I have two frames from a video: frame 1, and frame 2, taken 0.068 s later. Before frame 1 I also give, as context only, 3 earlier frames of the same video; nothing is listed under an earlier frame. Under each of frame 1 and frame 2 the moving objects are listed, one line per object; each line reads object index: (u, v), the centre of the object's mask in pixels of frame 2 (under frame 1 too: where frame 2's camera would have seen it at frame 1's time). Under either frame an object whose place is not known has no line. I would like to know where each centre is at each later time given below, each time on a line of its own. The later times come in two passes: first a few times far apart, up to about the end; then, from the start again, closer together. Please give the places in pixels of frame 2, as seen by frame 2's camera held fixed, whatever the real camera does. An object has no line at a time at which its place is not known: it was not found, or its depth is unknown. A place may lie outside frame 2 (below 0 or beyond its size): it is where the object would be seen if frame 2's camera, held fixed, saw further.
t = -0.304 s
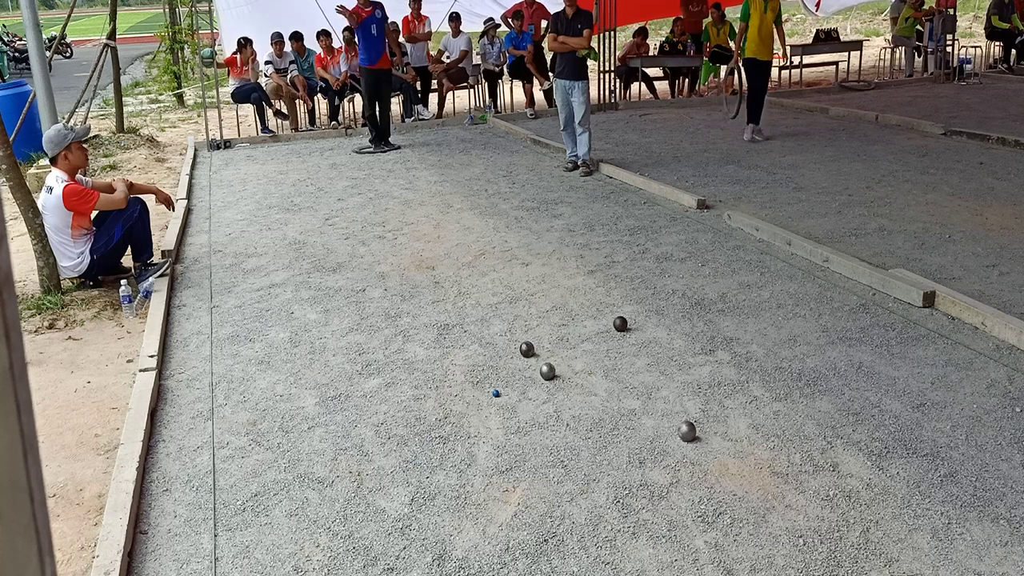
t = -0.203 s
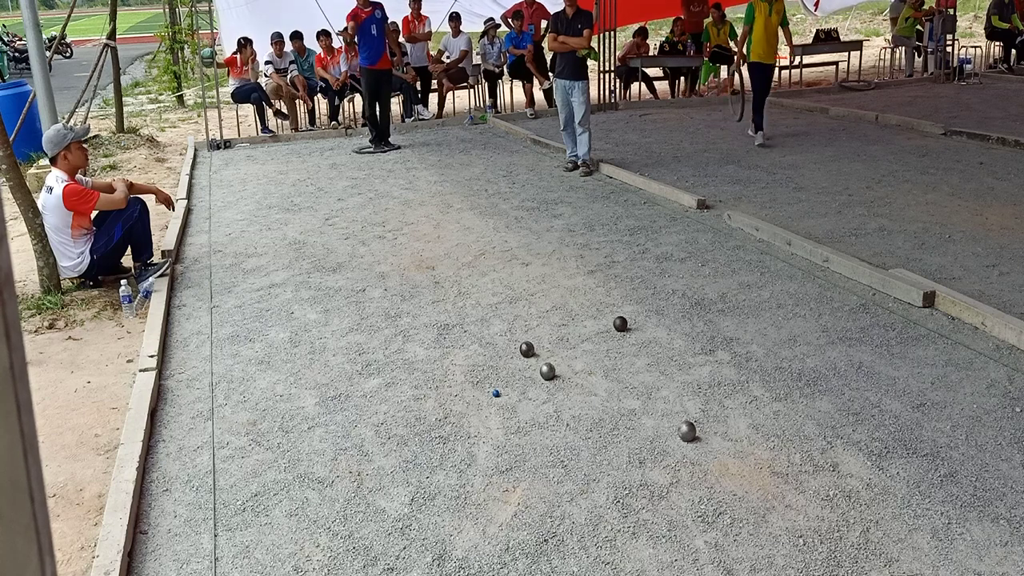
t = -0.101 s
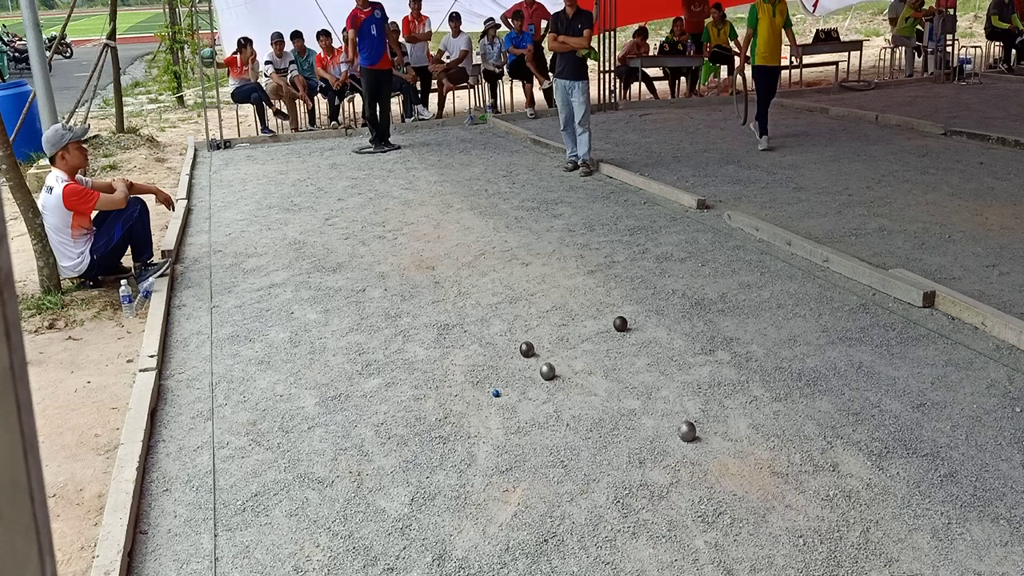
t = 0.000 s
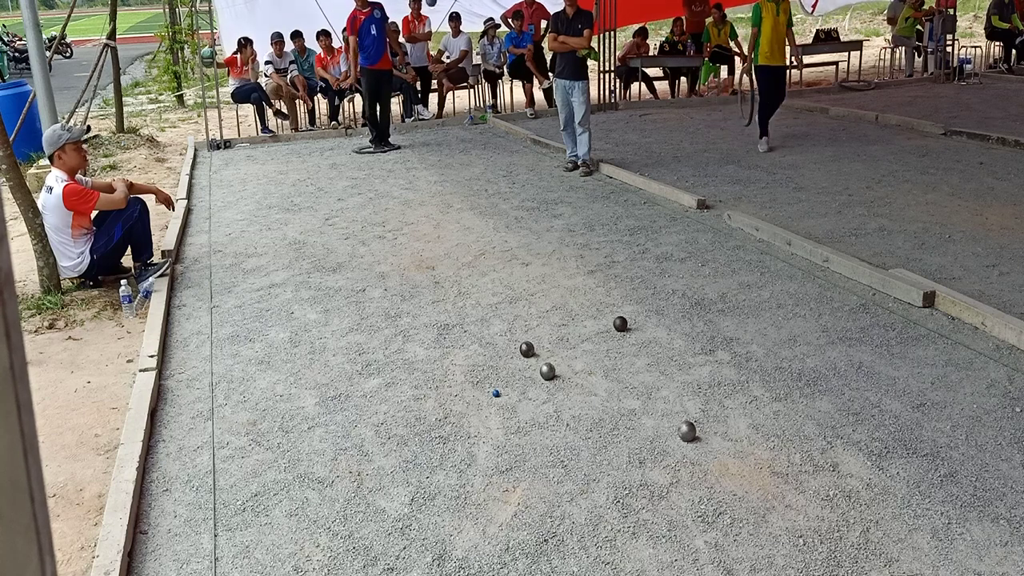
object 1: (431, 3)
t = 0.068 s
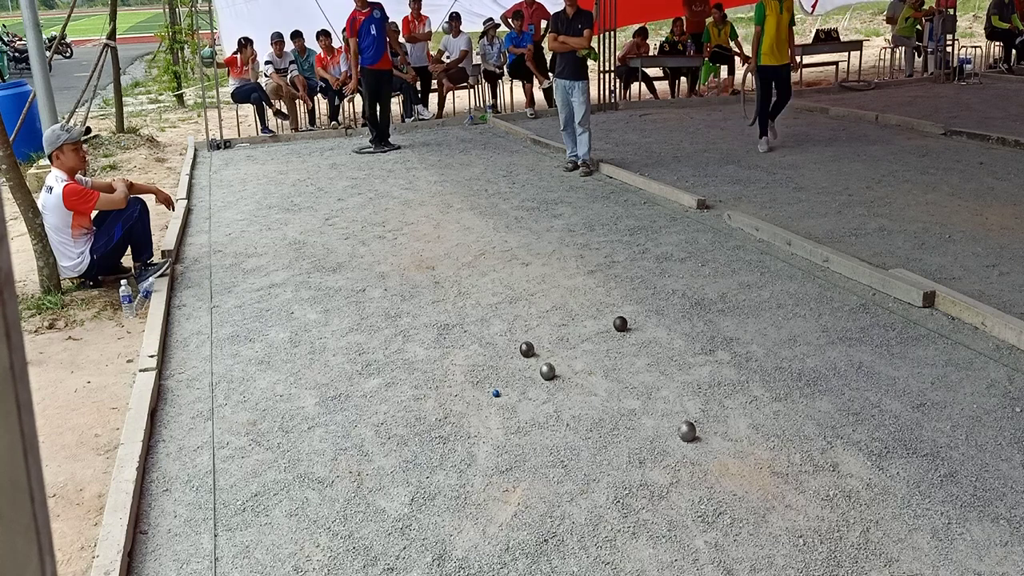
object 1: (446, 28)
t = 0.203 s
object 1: (491, 128)
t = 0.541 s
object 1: (640, 475)
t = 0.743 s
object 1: (729, 564)
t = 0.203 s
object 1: (491, 128)
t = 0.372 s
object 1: (572, 378)
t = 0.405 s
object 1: (588, 409)
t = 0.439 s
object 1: (599, 421)
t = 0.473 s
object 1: (611, 435)
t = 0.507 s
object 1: (626, 453)
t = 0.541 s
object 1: (640, 475)
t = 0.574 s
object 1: (654, 490)
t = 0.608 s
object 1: (668, 505)
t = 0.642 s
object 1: (683, 519)
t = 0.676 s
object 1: (698, 534)
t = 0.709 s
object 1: (715, 551)
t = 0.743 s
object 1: (729, 564)
